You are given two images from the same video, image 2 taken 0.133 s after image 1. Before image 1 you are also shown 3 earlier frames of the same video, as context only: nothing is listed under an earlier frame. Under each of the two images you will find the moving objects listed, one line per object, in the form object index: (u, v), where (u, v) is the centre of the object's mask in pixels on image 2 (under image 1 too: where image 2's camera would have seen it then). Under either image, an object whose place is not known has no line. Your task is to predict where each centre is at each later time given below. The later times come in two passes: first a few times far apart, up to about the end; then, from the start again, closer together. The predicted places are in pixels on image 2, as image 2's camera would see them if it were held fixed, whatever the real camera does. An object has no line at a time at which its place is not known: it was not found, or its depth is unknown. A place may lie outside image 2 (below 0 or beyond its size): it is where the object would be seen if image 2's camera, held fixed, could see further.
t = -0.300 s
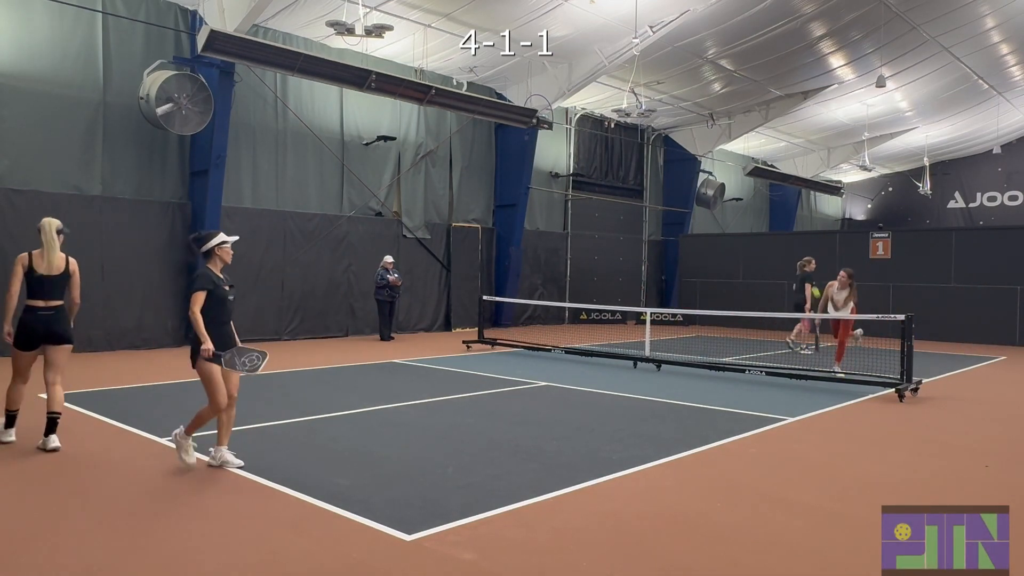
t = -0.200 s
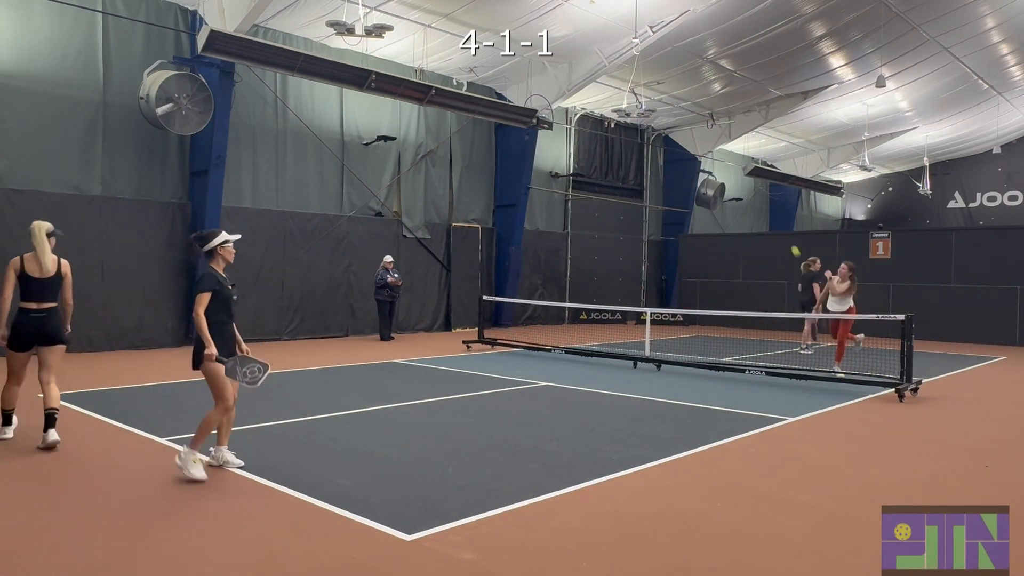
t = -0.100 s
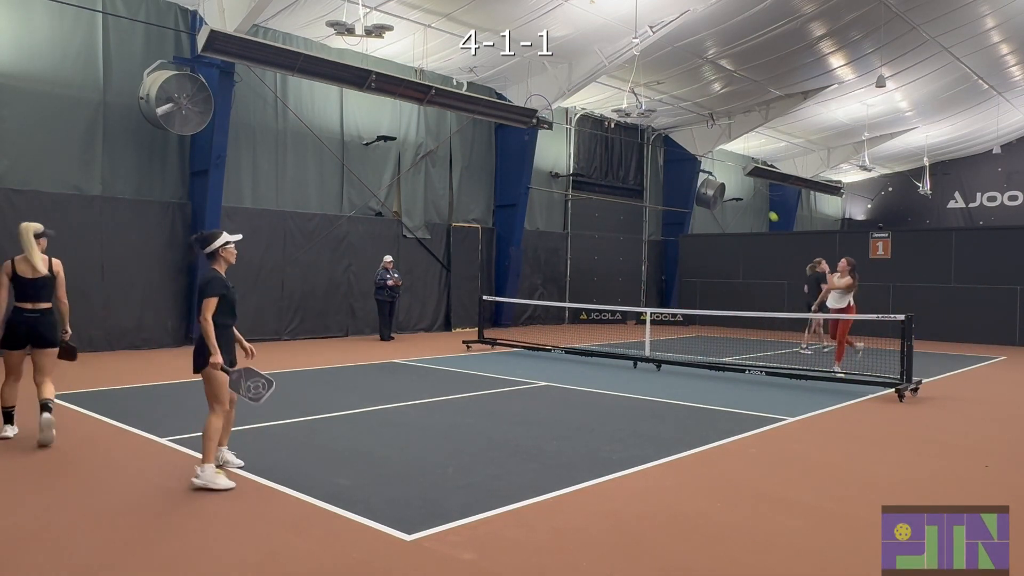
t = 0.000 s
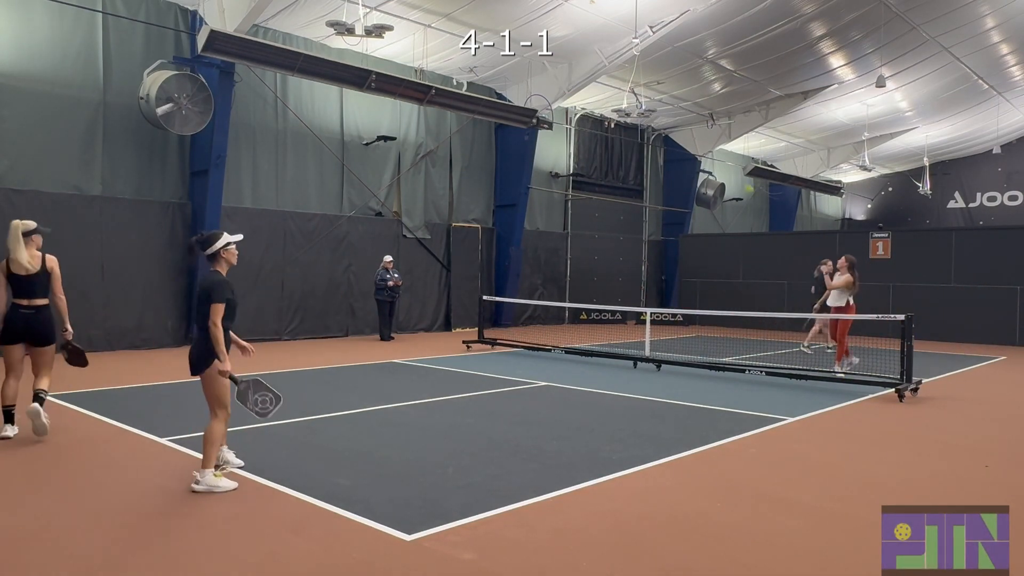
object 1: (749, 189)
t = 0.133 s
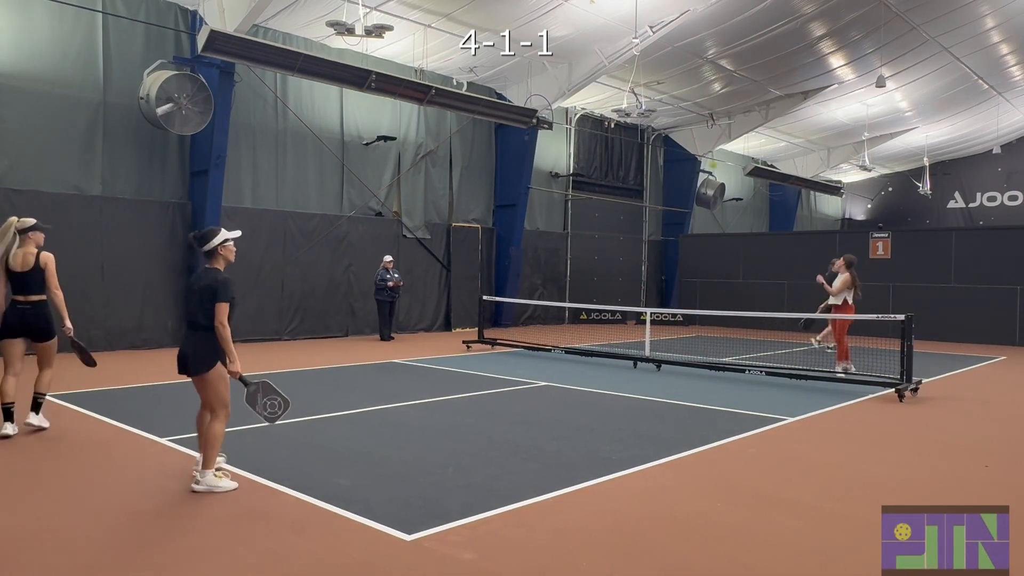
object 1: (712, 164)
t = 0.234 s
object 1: (684, 156)
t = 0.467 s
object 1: (602, 184)
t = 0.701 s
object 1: (503, 290)
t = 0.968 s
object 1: (378, 438)
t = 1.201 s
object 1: (298, 350)
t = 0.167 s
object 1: (703, 160)
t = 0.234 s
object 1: (684, 156)
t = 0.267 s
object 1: (673, 156)
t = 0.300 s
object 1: (662, 157)
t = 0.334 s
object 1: (651, 160)
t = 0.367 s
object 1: (639, 164)
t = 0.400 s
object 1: (628, 169)
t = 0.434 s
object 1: (615, 175)
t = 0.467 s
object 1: (602, 184)
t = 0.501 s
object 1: (590, 193)
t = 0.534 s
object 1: (576, 205)
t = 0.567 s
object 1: (562, 218)
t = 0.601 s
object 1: (548, 234)
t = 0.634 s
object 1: (533, 251)
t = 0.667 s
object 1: (518, 270)
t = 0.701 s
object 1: (503, 290)
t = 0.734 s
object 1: (487, 316)
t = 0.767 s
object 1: (470, 341)
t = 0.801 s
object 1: (453, 370)
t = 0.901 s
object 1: (400, 469)
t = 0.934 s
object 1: (388, 457)
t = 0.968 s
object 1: (378, 438)
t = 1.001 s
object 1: (368, 421)
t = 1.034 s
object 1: (356, 404)
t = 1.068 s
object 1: (346, 391)
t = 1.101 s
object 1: (334, 379)
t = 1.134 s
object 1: (323, 367)
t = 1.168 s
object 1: (310, 358)
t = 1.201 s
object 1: (298, 350)
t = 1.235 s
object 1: (285, 344)
